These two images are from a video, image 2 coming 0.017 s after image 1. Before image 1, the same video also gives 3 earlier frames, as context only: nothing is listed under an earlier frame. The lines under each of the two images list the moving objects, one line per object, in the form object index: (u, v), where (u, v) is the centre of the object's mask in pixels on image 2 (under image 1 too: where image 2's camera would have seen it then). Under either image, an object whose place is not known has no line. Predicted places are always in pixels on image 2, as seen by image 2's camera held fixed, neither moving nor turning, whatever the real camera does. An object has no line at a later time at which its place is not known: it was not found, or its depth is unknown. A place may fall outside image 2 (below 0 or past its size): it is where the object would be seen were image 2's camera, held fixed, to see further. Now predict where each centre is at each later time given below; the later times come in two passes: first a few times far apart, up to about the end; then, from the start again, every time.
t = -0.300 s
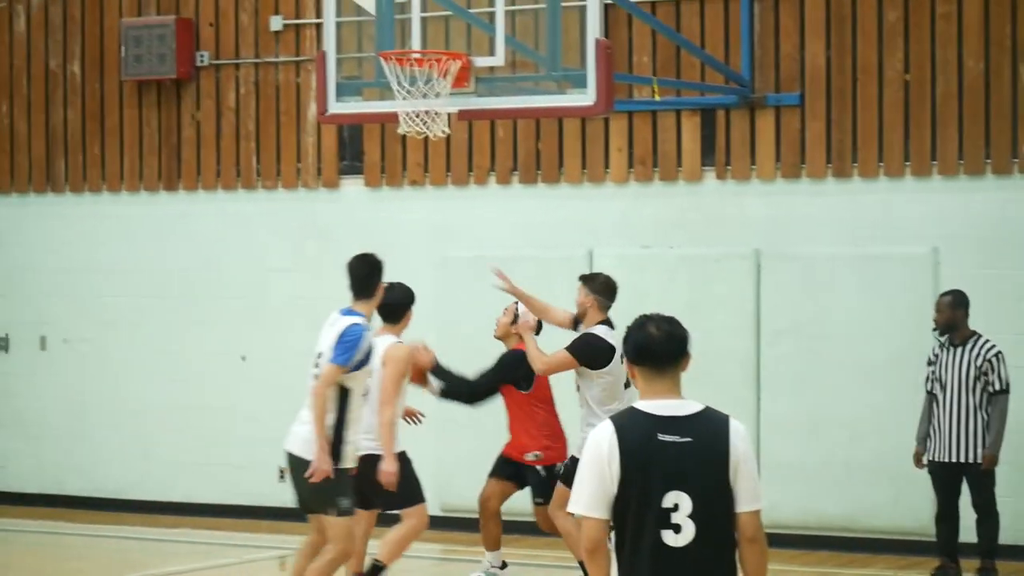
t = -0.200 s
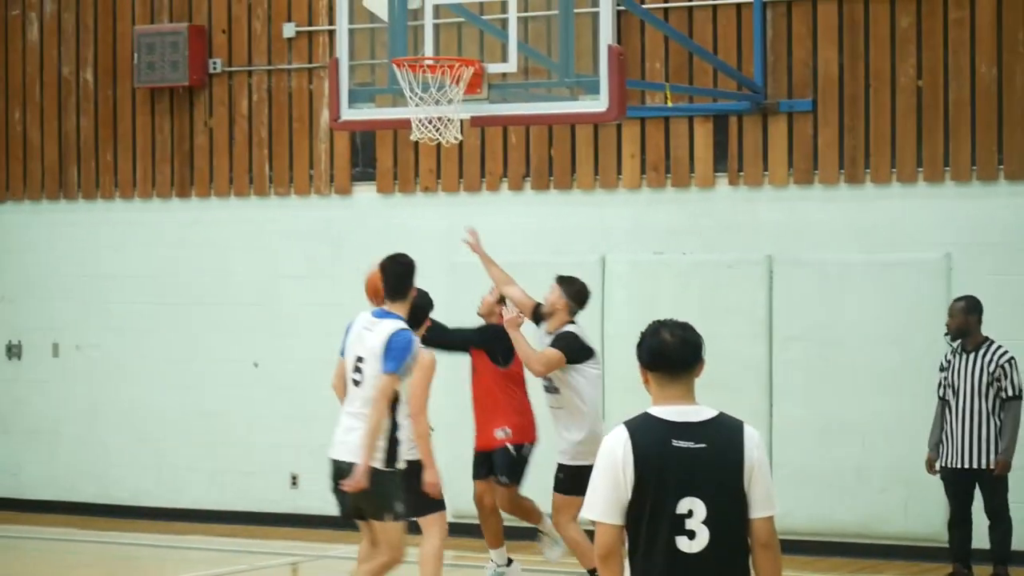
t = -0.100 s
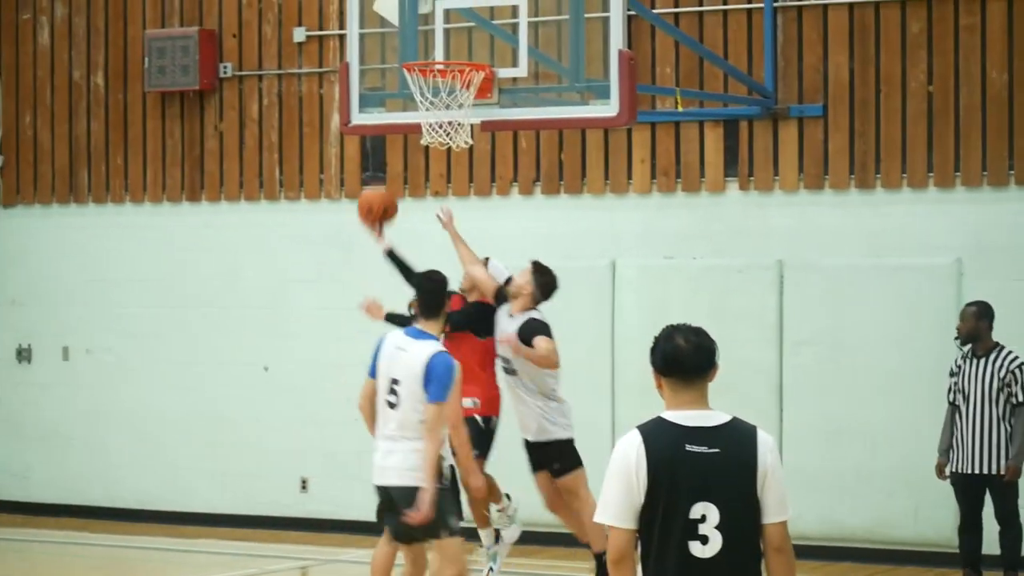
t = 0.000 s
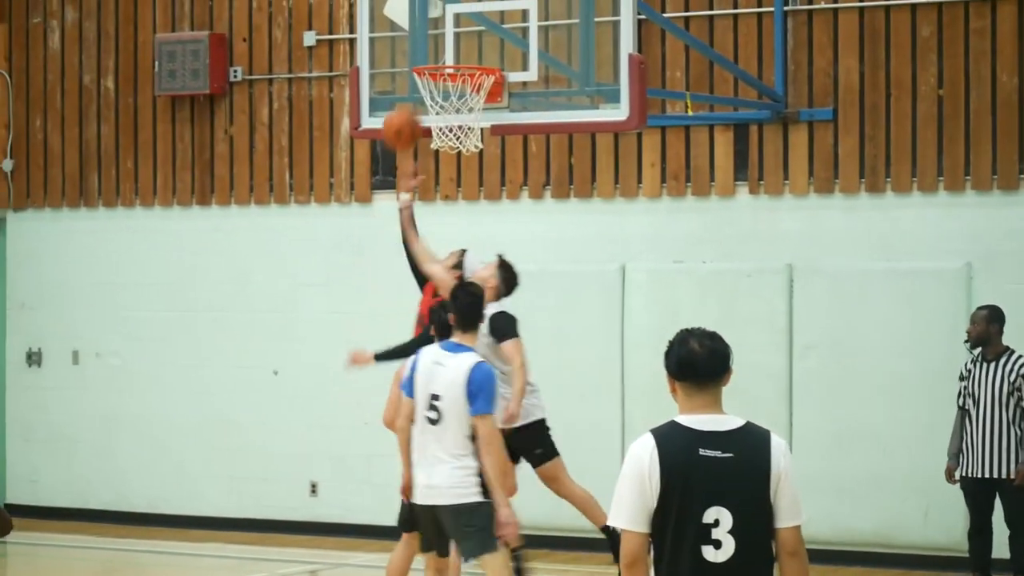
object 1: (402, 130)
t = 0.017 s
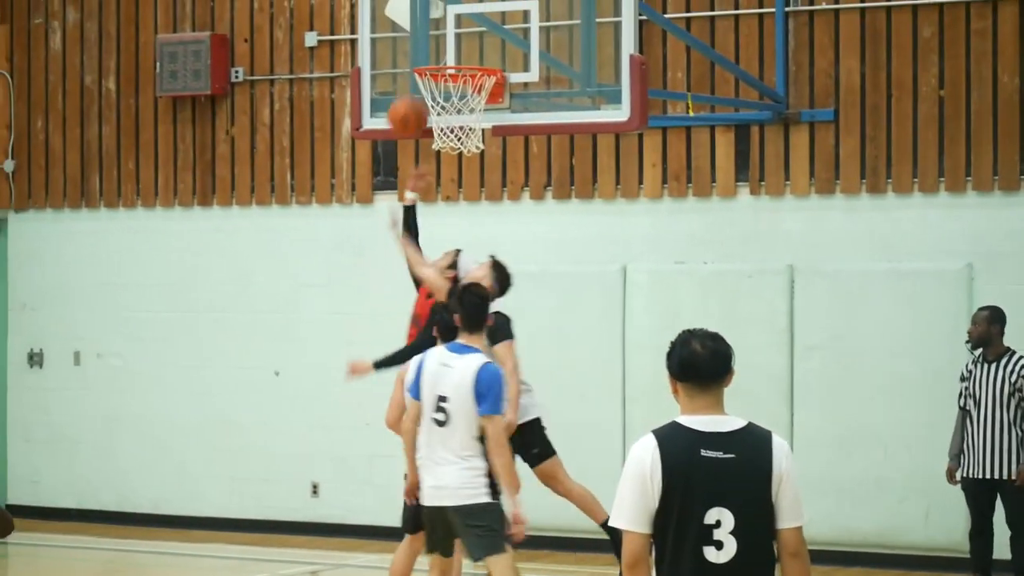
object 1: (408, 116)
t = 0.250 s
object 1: (441, 18)
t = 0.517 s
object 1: (460, 47)
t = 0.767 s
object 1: (473, 175)
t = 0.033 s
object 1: (409, 104)
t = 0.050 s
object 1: (409, 97)
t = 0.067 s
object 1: (409, 86)
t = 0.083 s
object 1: (415, 68)
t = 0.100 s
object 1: (425, 56)
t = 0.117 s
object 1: (429, 51)
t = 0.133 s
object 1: (432, 44)
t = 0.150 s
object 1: (434, 39)
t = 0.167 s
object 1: (435, 34)
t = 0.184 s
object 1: (436, 31)
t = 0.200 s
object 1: (437, 26)
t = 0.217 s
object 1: (438, 23)
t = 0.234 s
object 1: (439, 21)
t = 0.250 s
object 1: (441, 18)
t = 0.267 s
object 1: (442, 17)
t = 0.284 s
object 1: (443, 15)
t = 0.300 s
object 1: (445, 15)
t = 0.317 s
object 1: (446, 14)
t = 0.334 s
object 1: (446, 14)
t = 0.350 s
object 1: (447, 15)
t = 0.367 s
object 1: (449, 16)
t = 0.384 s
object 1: (449, 17)
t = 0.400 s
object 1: (451, 19)
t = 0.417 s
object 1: (452, 22)
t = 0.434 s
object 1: (454, 25)
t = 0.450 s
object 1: (455, 29)
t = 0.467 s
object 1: (457, 33)
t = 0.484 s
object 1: (458, 37)
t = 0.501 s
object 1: (459, 42)
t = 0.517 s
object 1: (460, 47)
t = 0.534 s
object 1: (462, 50)
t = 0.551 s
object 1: (463, 54)
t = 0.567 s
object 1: (465, 68)
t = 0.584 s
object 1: (466, 74)
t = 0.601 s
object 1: (467, 81)
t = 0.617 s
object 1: (468, 89)
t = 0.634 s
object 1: (469, 98)
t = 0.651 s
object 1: (470, 109)
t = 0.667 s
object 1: (470, 120)
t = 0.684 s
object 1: (472, 126)
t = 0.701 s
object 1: (472, 137)
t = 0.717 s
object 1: (471, 148)
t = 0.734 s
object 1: (472, 154)
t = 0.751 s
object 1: (473, 162)
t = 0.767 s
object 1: (473, 175)
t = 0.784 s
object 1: (473, 186)
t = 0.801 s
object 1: (473, 197)
